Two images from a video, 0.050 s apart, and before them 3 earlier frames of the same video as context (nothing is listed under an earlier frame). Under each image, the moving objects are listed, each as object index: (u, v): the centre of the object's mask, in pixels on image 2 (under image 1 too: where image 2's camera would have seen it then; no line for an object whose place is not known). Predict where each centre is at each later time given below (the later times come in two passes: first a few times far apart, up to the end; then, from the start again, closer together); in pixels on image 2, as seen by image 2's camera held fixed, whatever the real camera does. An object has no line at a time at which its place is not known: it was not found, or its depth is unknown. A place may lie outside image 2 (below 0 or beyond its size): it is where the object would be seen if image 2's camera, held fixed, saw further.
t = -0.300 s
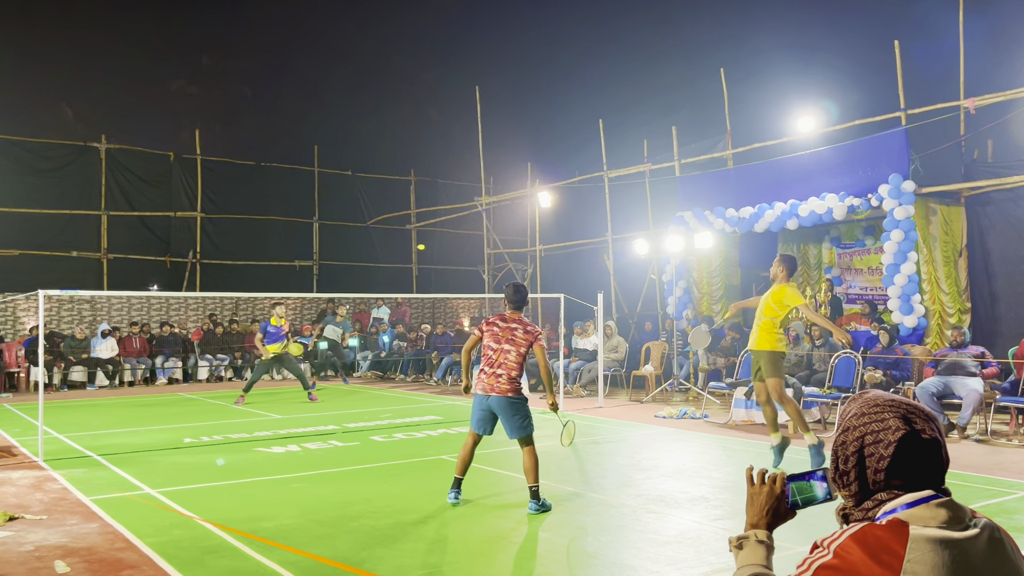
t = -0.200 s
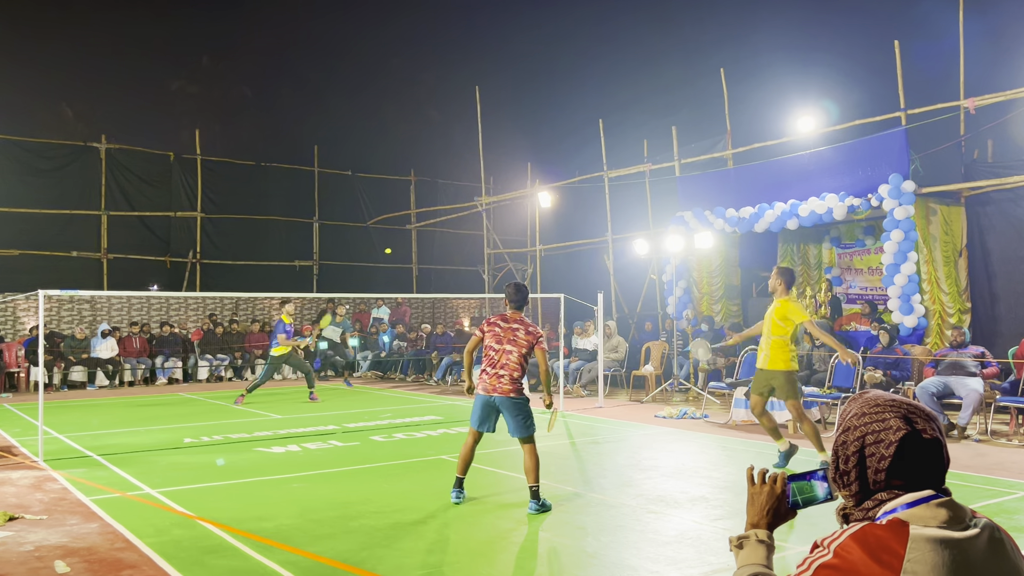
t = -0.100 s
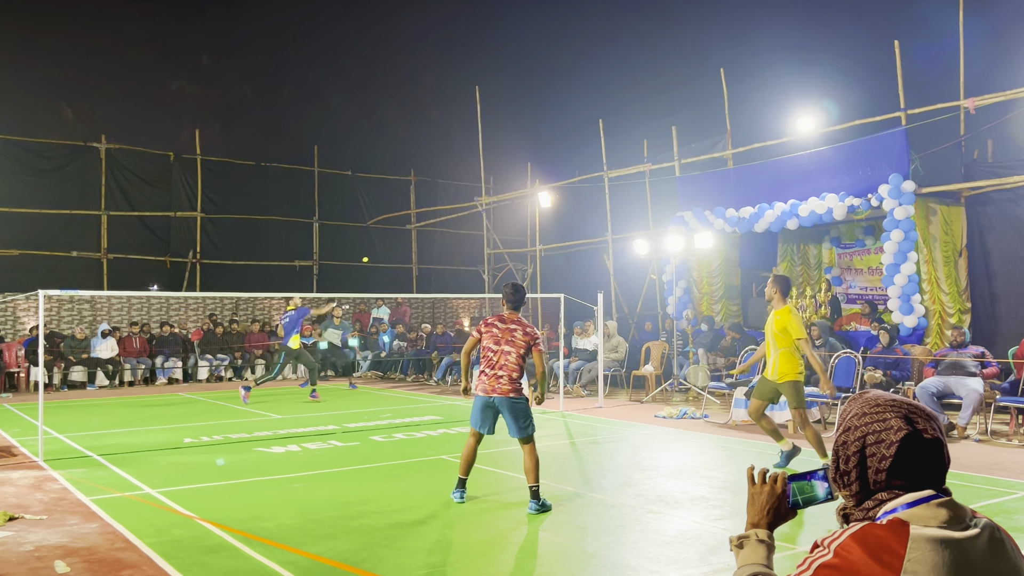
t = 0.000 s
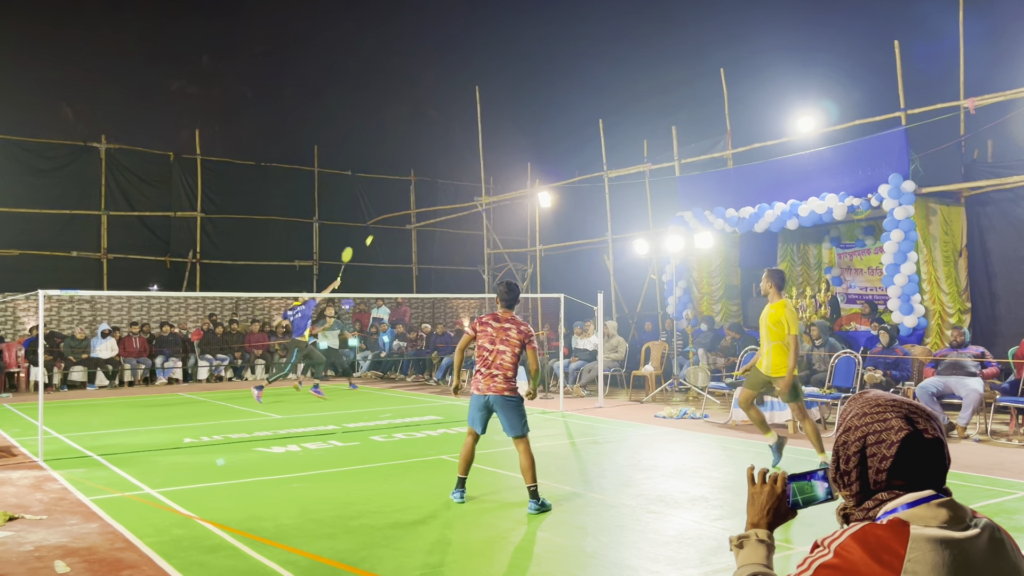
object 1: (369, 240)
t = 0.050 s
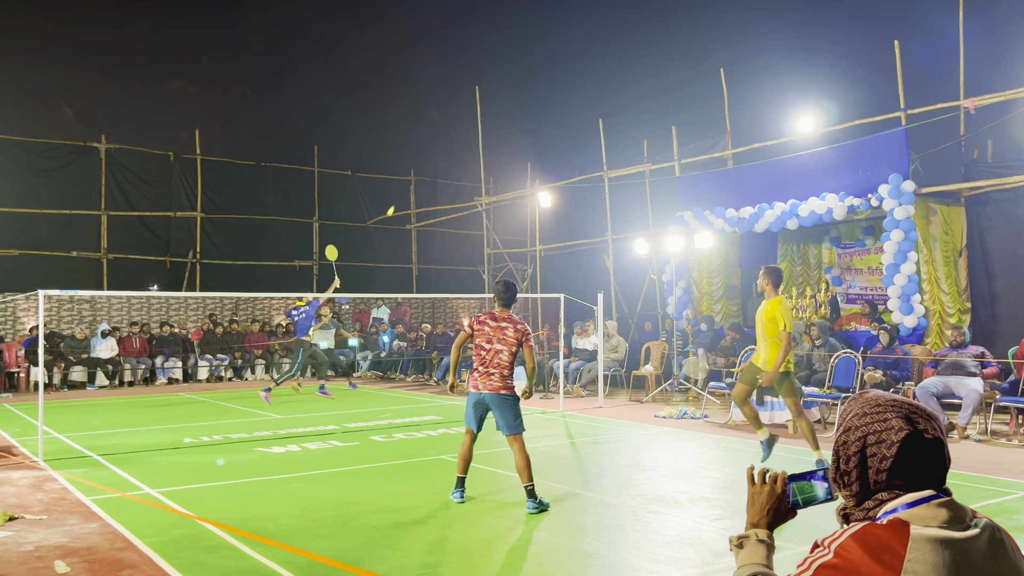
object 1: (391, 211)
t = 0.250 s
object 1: (467, 110)
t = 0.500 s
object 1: (539, 51)
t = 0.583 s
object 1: (563, 45)
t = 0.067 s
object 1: (398, 199)
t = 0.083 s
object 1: (405, 189)
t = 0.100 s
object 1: (411, 180)
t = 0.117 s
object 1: (417, 172)
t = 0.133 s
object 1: (424, 163)
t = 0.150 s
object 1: (430, 155)
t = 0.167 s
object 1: (435, 146)
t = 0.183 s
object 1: (441, 139)
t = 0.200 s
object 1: (448, 132)
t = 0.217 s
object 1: (453, 125)
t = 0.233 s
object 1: (459, 118)
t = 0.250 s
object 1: (467, 110)
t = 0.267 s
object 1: (469, 106)
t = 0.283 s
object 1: (474, 101)
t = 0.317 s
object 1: (485, 90)
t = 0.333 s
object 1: (489, 85)
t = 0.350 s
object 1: (495, 81)
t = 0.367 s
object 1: (500, 77)
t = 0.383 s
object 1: (505, 73)
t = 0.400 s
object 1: (510, 69)
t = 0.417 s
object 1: (515, 65)
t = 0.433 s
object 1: (520, 62)
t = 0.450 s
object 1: (525, 59)
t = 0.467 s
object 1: (530, 56)
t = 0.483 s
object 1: (535, 54)
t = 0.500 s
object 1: (539, 51)
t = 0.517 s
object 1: (544, 50)
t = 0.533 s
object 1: (549, 48)
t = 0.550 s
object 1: (554, 47)
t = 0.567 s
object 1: (559, 46)
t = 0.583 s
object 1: (563, 45)
